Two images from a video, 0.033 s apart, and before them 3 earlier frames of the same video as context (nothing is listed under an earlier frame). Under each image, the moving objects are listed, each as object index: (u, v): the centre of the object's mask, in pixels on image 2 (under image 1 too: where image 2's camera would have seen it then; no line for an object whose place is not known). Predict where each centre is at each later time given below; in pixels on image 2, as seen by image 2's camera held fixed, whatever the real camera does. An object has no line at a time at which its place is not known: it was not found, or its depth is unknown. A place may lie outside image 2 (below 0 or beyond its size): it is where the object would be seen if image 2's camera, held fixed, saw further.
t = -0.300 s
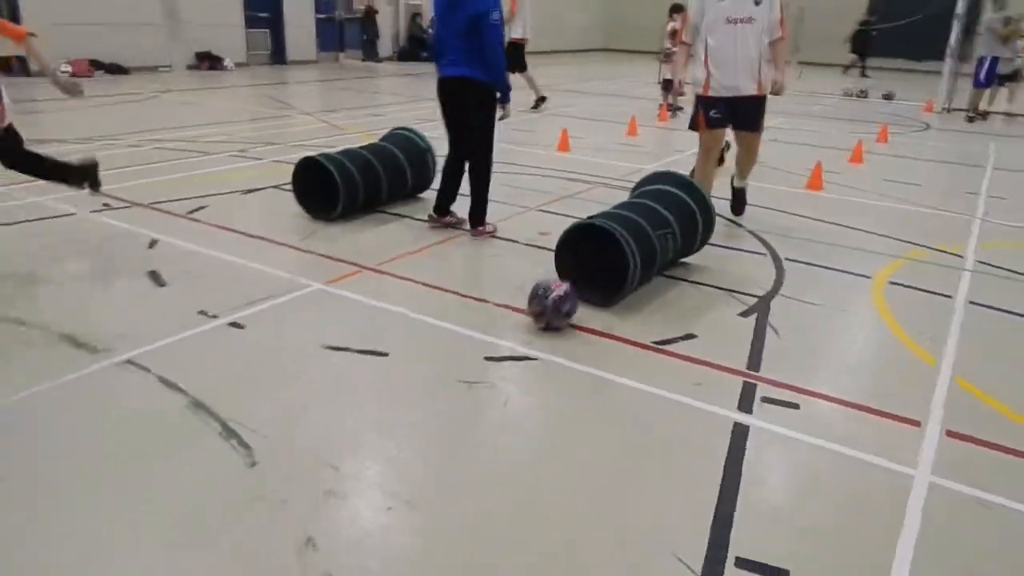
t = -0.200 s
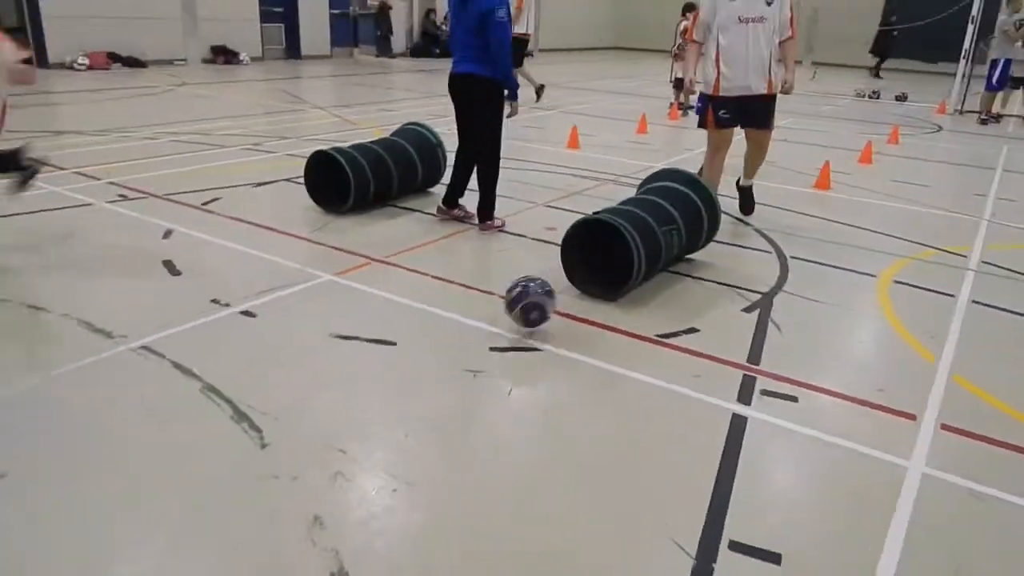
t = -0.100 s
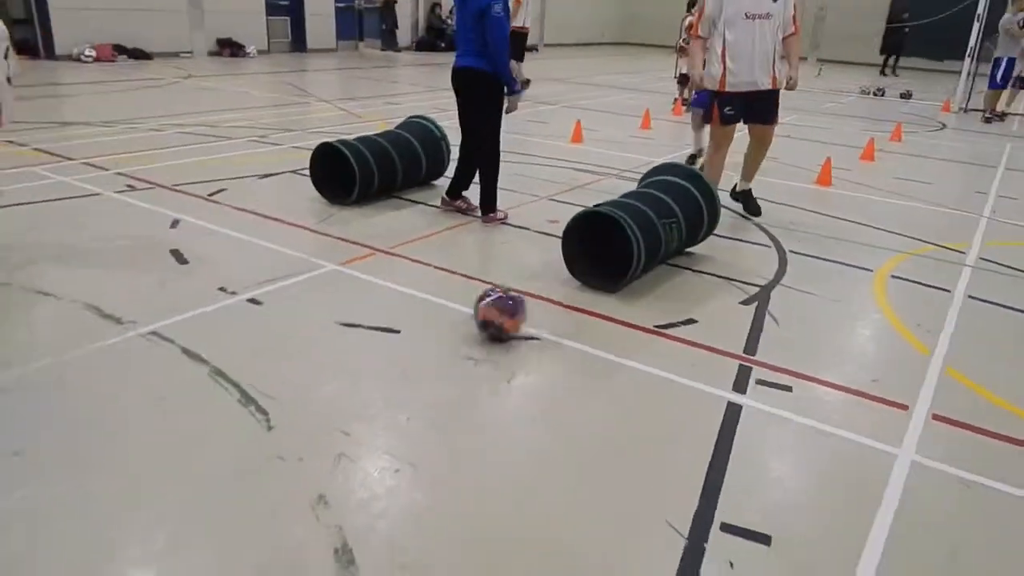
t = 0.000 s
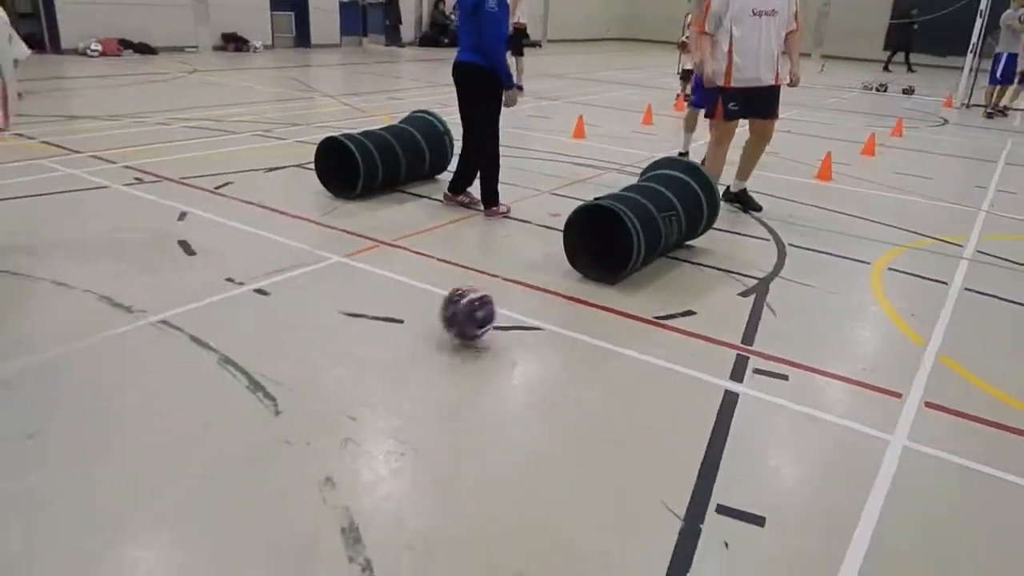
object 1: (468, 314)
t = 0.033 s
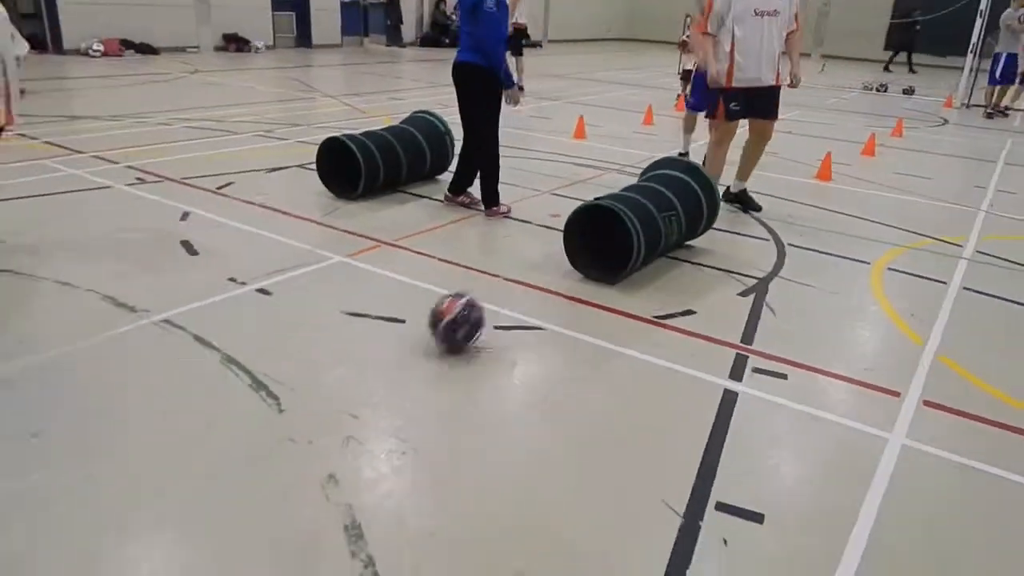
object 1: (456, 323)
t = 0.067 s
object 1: (443, 328)
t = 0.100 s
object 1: (431, 330)
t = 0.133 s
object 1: (419, 336)
